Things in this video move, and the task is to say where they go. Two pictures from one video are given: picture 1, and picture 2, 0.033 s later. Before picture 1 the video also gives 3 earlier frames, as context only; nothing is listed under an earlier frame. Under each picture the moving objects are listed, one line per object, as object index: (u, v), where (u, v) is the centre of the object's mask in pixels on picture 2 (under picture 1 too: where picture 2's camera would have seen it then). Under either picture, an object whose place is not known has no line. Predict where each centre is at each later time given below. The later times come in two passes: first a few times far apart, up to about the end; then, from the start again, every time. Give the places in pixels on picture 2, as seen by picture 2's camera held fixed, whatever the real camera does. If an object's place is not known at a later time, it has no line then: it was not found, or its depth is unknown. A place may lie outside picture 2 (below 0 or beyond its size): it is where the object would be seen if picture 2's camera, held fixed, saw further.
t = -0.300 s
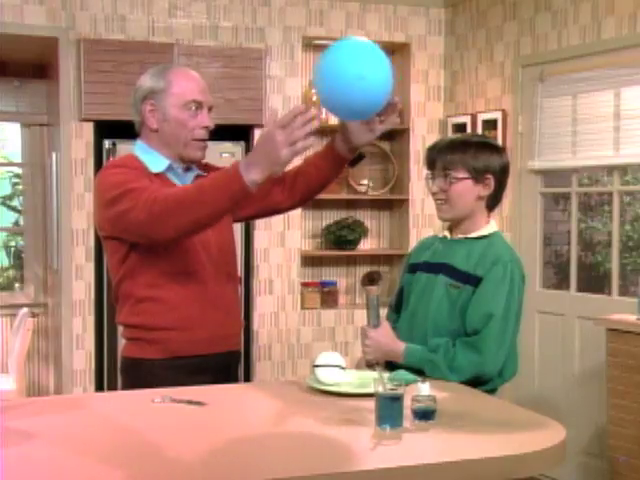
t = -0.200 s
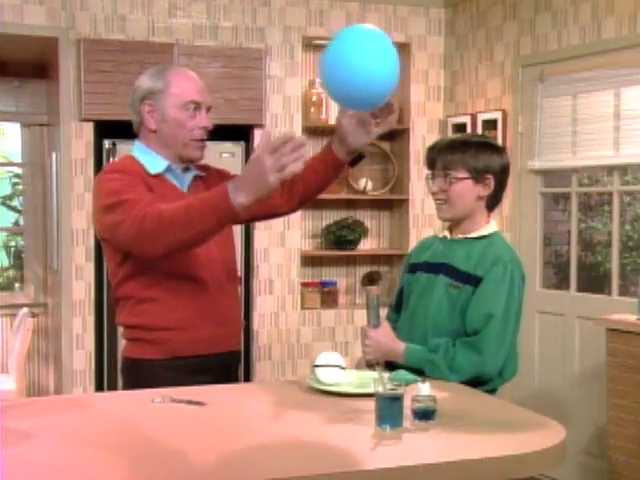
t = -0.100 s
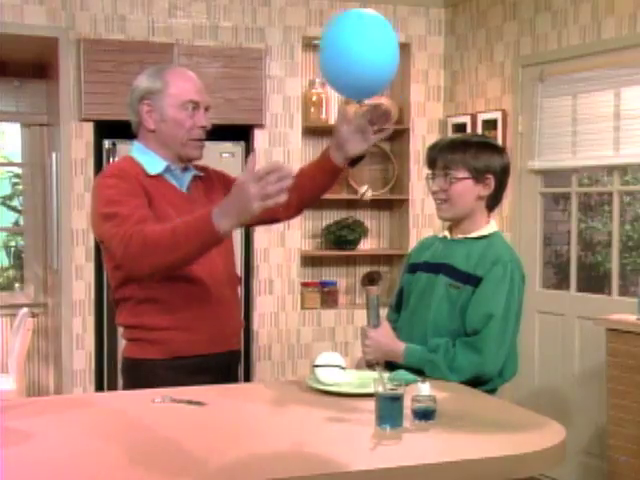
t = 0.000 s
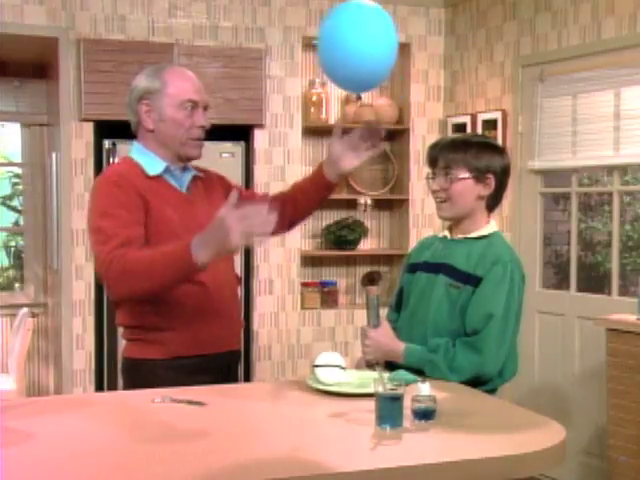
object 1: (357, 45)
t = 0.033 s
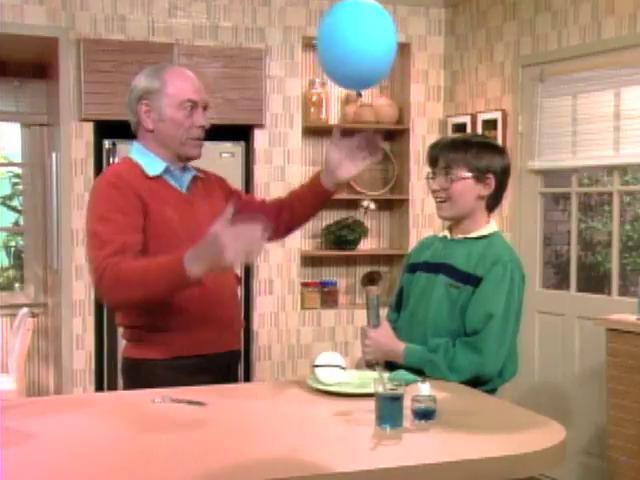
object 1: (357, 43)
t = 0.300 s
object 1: (344, 36)
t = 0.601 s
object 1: (359, 30)
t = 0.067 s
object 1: (353, 42)
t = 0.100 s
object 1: (349, 40)
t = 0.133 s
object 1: (344, 39)
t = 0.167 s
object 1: (343, 37)
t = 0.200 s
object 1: (343, 36)
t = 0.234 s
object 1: (343, 36)
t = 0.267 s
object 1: (343, 36)
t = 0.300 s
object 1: (344, 36)
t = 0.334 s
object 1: (345, 36)
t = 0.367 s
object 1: (350, 36)
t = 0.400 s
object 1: (353, 36)
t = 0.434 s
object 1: (355, 36)
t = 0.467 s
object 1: (356, 35)
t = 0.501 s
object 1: (358, 33)
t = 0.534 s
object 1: (359, 32)
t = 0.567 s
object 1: (360, 31)
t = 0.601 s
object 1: (359, 30)
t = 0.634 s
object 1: (356, 29)
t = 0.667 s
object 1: (351, 28)
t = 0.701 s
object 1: (347, 28)
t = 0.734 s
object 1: (346, 28)
